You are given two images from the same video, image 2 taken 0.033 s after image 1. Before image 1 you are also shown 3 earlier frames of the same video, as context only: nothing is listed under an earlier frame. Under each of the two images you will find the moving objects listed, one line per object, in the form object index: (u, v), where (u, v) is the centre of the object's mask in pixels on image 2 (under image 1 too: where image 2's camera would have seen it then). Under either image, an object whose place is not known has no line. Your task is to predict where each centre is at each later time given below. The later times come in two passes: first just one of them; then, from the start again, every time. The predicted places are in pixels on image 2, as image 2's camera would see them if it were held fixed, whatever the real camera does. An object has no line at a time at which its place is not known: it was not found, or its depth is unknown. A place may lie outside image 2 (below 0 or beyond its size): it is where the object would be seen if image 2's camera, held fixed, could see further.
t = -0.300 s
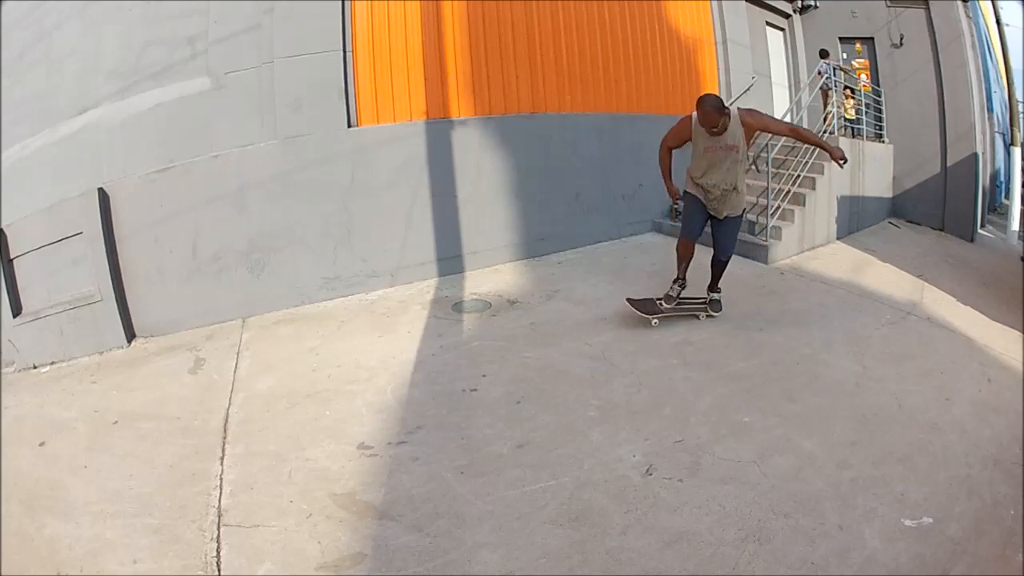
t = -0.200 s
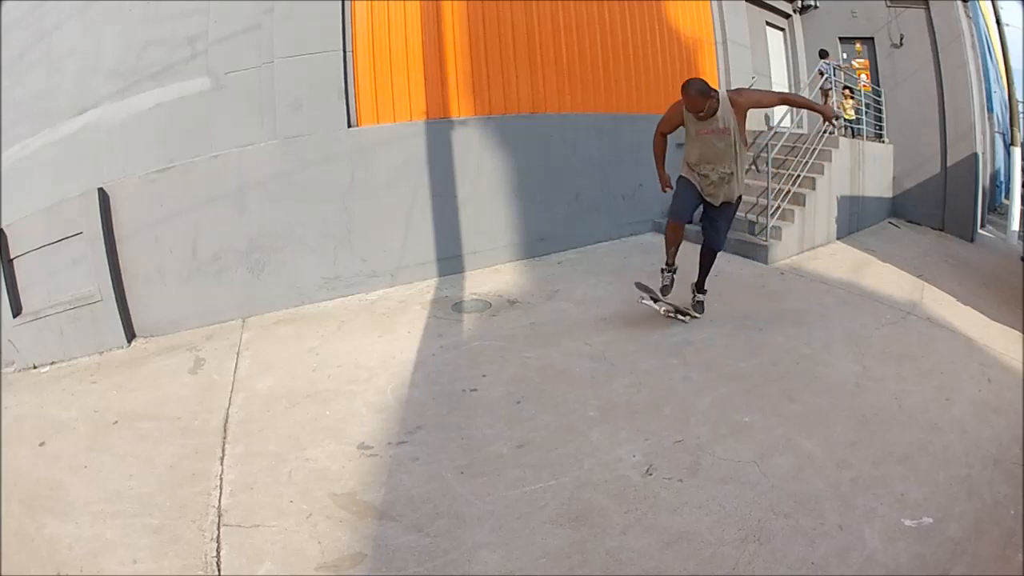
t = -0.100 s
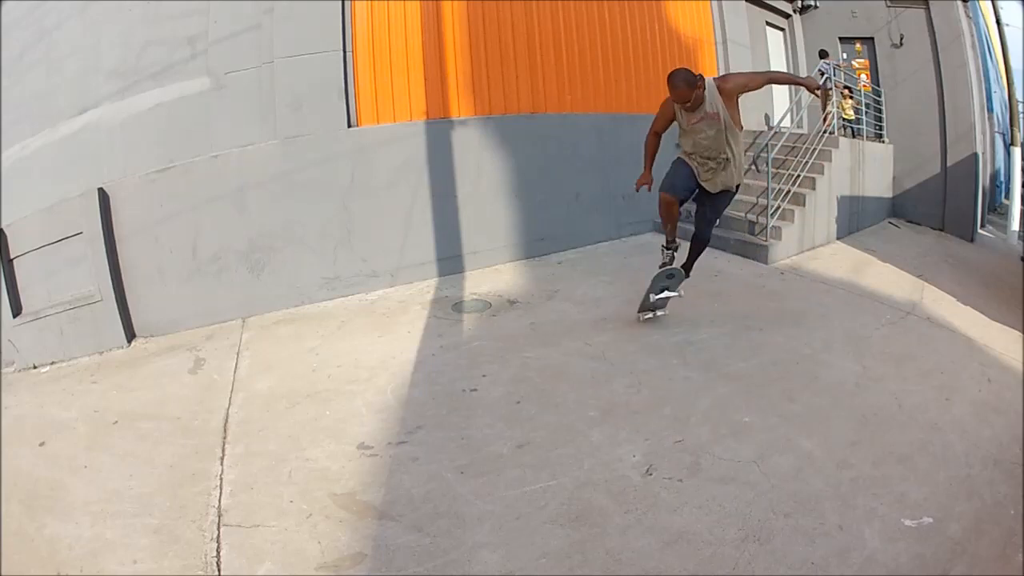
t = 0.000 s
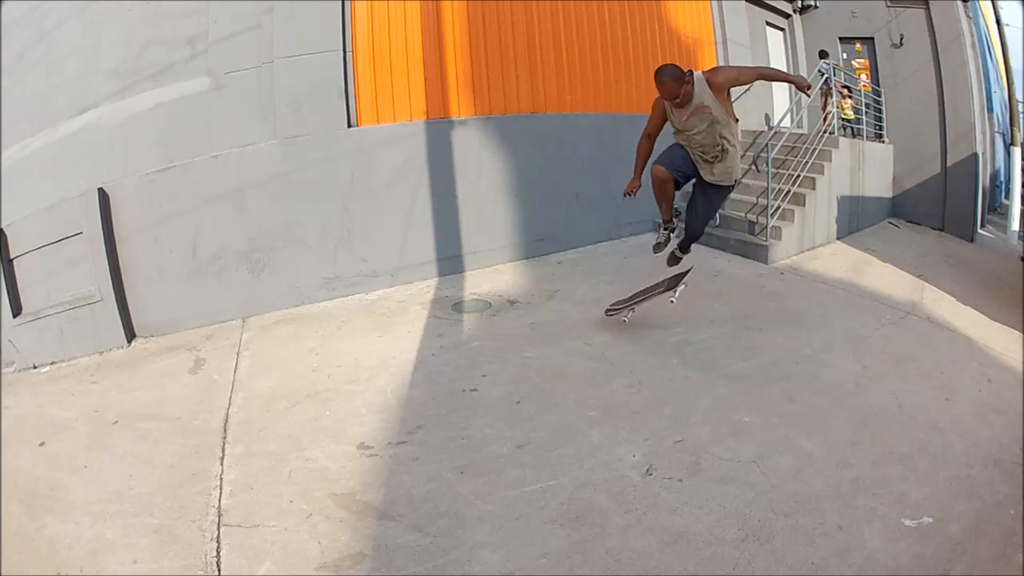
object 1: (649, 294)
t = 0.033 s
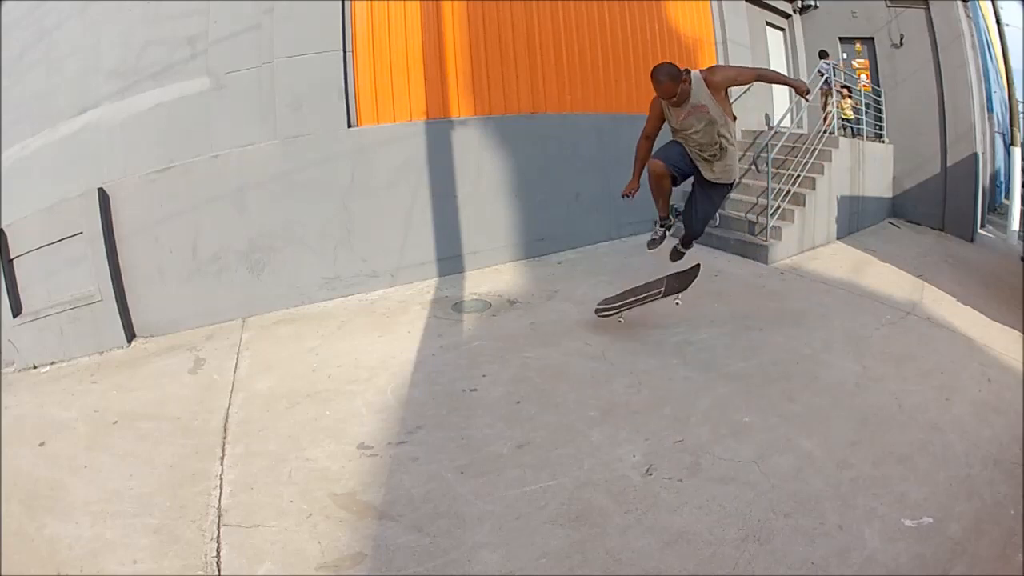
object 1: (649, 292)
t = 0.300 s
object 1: (628, 315)
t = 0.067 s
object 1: (647, 292)
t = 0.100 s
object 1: (645, 294)
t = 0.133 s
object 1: (642, 296)
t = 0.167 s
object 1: (639, 299)
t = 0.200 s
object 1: (636, 302)
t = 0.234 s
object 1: (633, 305)
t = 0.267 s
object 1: (630, 310)
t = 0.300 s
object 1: (628, 315)
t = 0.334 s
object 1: (627, 320)
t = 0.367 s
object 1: (622, 326)
